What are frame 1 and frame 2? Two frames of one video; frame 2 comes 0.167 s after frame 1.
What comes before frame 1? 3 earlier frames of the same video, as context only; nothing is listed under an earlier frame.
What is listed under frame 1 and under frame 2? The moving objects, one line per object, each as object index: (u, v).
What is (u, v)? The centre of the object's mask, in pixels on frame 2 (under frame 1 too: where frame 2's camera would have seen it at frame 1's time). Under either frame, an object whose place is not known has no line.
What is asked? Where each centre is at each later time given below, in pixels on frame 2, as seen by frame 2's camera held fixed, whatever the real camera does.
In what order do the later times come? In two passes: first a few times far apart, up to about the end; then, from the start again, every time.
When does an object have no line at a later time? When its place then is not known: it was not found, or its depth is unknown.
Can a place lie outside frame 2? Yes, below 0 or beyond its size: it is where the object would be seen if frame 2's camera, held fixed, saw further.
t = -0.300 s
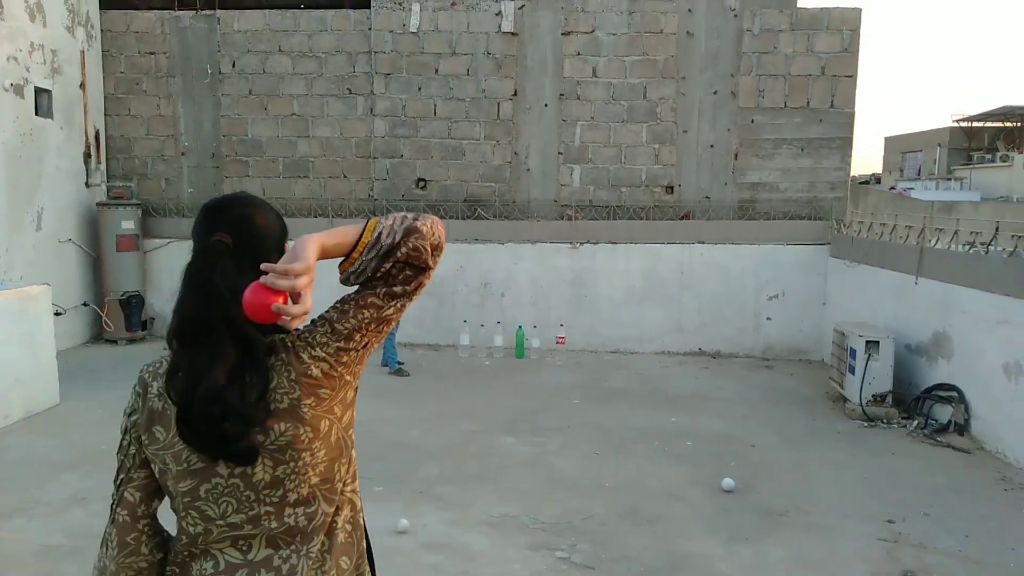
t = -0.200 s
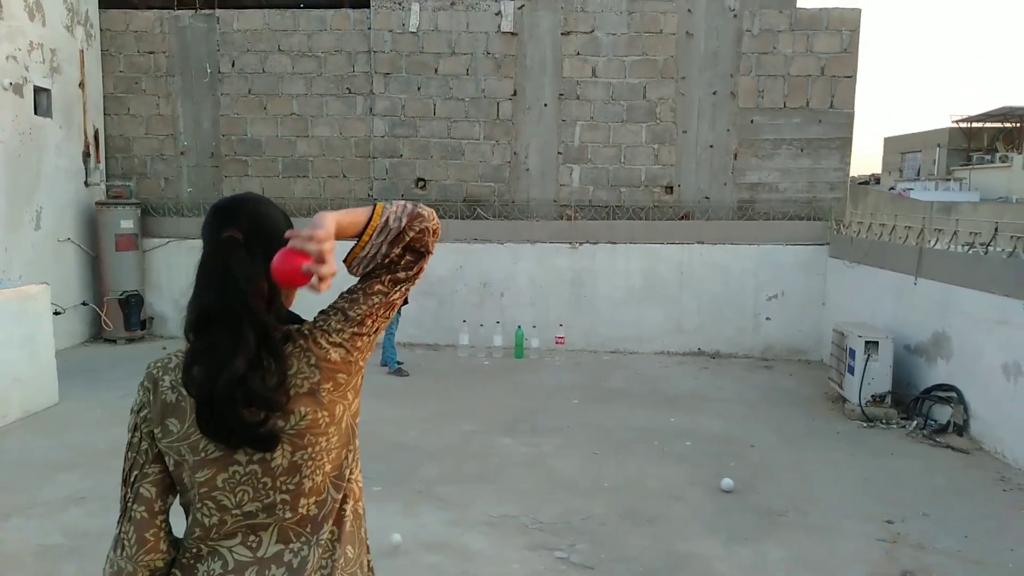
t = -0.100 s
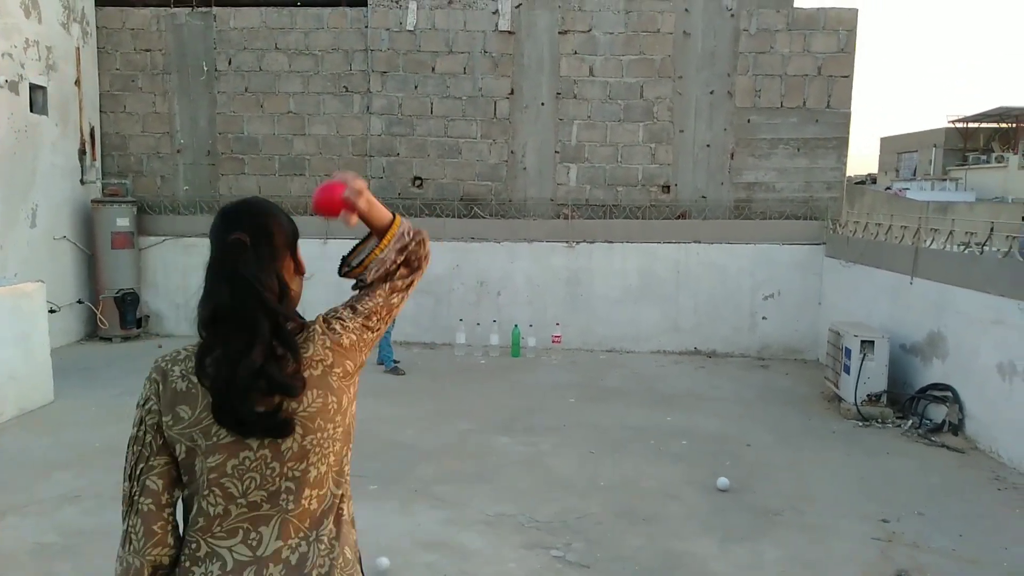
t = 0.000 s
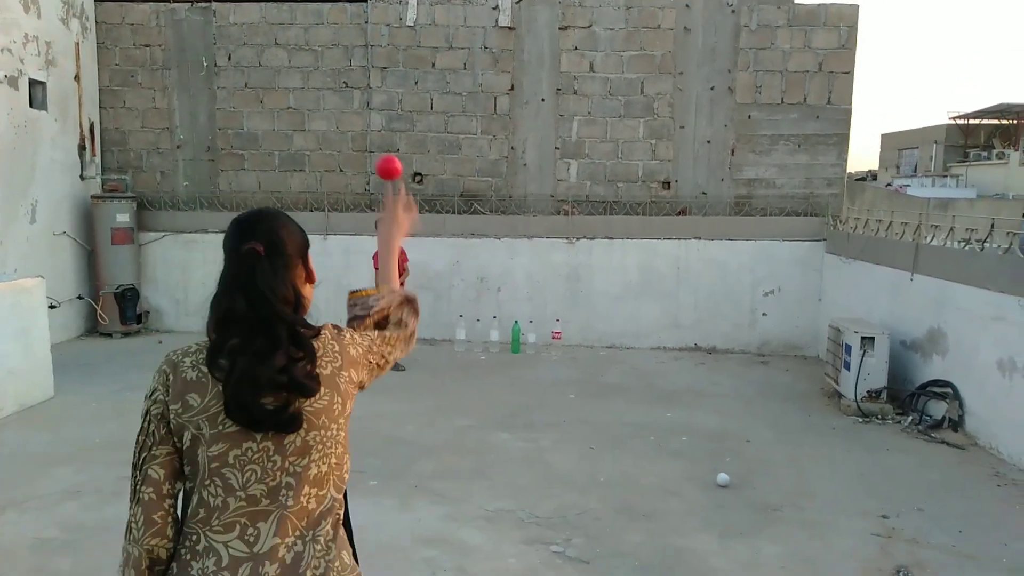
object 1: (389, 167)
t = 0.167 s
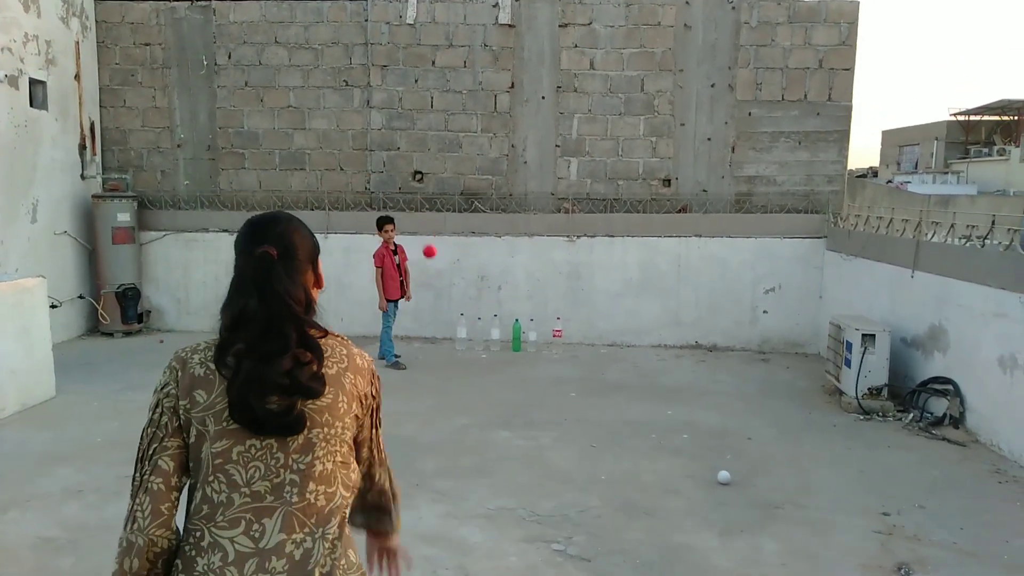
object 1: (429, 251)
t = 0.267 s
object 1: (439, 296)
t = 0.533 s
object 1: (454, 354)
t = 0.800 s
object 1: (469, 295)
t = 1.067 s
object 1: (465, 299)
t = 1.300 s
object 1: (457, 365)
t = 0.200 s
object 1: (433, 266)
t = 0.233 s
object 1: (437, 281)
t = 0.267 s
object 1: (439, 296)
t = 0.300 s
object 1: (442, 310)
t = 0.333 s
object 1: (444, 324)
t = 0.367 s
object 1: (445, 338)
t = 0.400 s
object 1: (447, 352)
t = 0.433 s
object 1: (448, 366)
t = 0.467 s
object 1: (450, 380)
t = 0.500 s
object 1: (452, 370)
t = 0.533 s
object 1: (454, 354)
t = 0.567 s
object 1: (457, 341)
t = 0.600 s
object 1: (458, 331)
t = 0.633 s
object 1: (461, 321)
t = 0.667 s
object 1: (462, 313)
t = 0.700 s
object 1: (464, 306)
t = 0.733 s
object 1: (466, 301)
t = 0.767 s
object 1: (468, 297)
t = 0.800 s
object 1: (469, 295)
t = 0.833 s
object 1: (471, 294)
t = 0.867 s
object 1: (471, 292)
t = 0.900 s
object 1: (470, 290)
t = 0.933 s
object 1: (469, 290)
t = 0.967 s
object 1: (468, 291)
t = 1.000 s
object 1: (467, 292)
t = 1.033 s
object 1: (466, 295)
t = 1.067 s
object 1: (465, 299)
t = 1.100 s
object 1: (464, 304)
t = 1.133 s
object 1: (463, 311)
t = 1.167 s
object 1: (462, 318)
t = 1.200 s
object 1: (461, 328)
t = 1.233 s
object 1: (459, 338)
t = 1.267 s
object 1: (458, 350)
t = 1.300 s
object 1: (457, 365)
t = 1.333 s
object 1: (456, 365)
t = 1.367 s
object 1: (456, 360)
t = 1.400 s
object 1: (456, 357)
